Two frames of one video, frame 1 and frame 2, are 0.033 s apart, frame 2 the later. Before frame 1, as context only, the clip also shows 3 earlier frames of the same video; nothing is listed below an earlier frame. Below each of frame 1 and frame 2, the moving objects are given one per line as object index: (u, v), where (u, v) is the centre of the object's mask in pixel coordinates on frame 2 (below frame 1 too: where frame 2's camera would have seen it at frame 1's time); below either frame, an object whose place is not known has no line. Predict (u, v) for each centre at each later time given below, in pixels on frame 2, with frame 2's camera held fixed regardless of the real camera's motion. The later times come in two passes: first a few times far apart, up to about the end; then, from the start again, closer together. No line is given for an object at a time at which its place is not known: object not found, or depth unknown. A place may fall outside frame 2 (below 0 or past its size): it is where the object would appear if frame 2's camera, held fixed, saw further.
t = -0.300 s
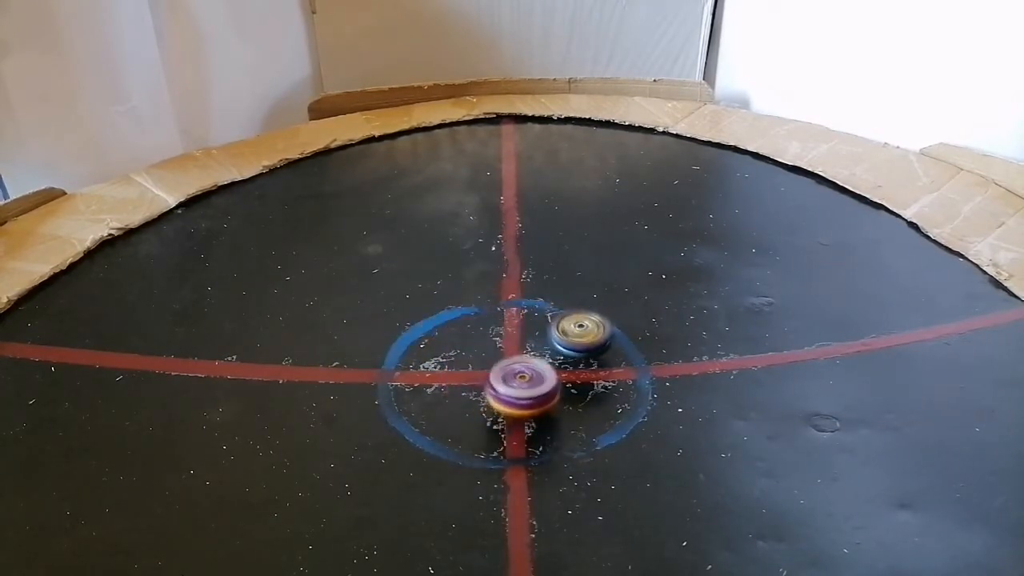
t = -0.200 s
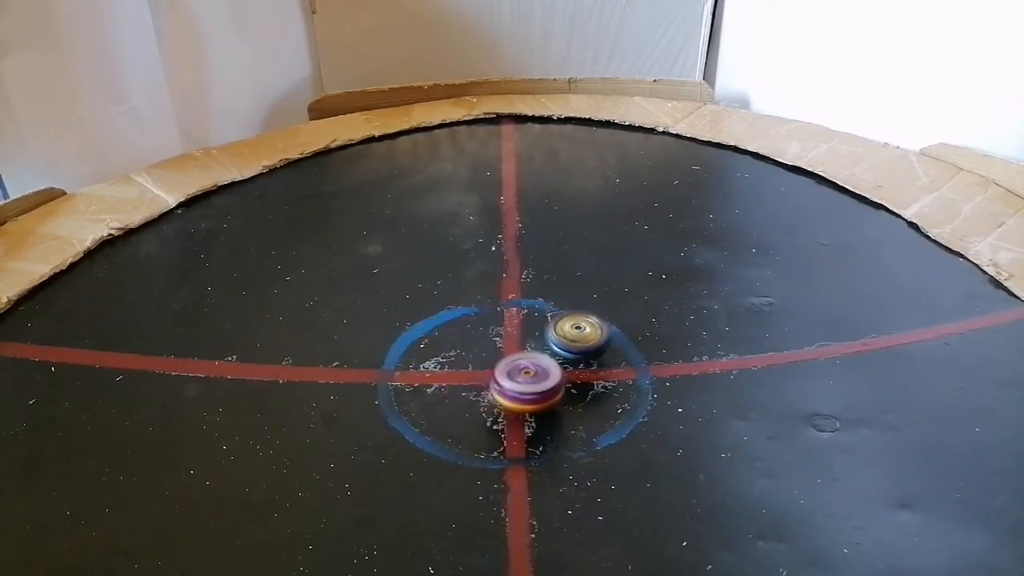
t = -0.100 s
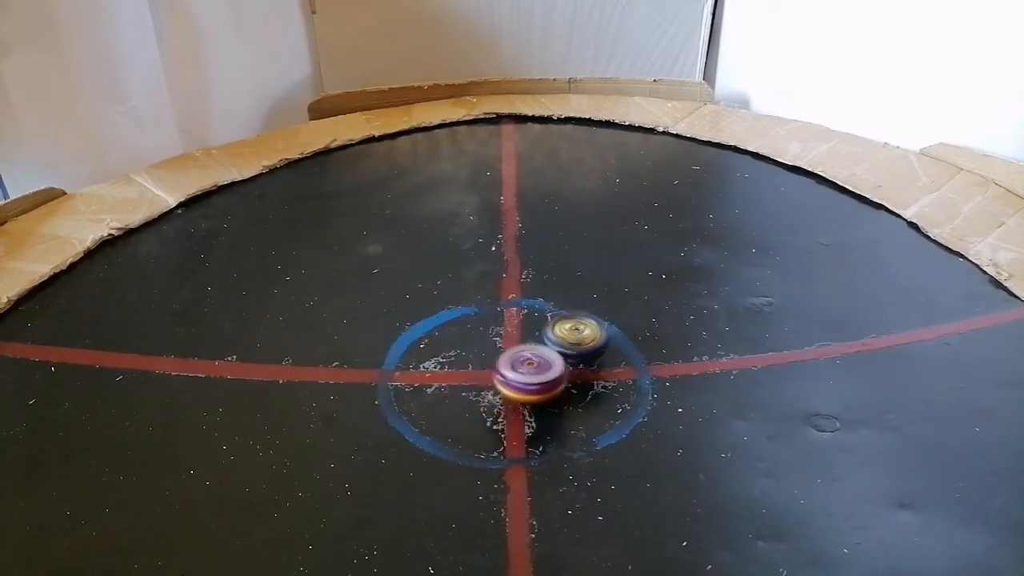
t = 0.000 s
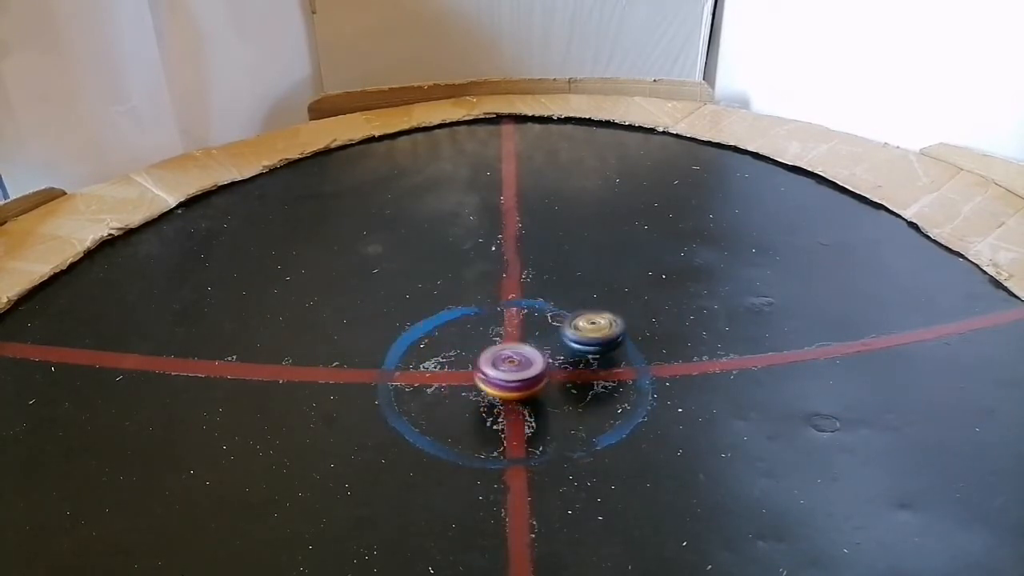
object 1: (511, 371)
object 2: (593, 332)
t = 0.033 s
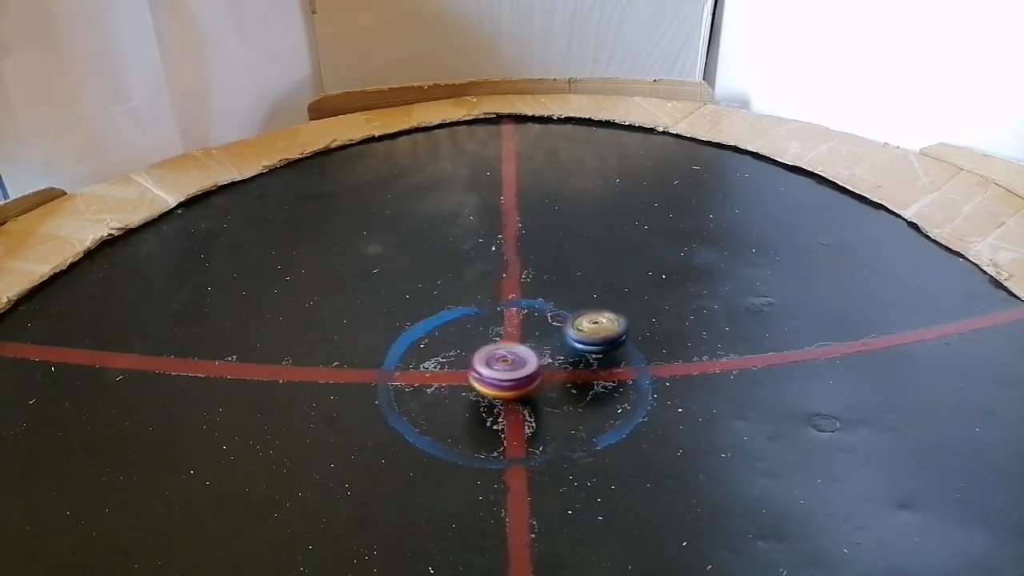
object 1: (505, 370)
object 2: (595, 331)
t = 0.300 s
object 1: (459, 364)
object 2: (600, 329)
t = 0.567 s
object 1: (419, 354)
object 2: (591, 330)
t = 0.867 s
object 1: (396, 347)
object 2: (581, 343)
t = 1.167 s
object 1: (408, 340)
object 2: (586, 354)
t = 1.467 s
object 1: (432, 331)
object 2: (597, 359)
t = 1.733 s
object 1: (460, 329)
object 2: (598, 357)
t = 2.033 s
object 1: (497, 330)
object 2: (587, 358)
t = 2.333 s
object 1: (522, 339)
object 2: (580, 370)
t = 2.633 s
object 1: (526, 337)
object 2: (598, 382)
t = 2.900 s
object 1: (530, 341)
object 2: (610, 375)
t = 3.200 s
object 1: (525, 347)
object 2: (597, 366)
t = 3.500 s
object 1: (499, 343)
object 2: (591, 370)
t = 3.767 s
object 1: (472, 338)
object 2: (590, 374)
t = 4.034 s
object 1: (449, 335)
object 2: (588, 372)
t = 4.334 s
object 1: (438, 336)
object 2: (576, 371)
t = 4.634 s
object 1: (438, 342)
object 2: (561, 374)
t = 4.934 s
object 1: (458, 347)
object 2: (552, 379)
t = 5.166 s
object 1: (479, 347)
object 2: (549, 380)
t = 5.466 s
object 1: (500, 340)
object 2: (555, 388)
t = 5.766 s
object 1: (504, 321)
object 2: (568, 390)
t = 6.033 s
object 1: (508, 313)
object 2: (568, 381)
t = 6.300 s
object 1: (515, 315)
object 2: (547, 376)
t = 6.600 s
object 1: (520, 331)
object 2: (519, 382)
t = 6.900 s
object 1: (532, 335)
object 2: (503, 412)
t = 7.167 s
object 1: (537, 334)
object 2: (522, 417)
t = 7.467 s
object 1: (537, 341)
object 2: (529, 397)
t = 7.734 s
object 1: (540, 330)
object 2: (495, 393)
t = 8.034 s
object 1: (541, 322)
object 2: (471, 397)
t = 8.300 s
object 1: (537, 326)
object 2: (477, 403)
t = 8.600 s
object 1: (528, 341)
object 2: (491, 395)
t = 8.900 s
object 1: (544, 337)
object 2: (458, 397)
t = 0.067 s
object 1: (499, 370)
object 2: (597, 331)
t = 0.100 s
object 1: (494, 369)
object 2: (598, 330)
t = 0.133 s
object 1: (488, 369)
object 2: (599, 330)
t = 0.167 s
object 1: (482, 368)
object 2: (600, 330)
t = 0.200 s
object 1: (476, 367)
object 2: (600, 329)
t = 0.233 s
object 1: (470, 367)
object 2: (600, 329)
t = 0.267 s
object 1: (465, 365)
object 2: (600, 329)
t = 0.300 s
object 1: (459, 364)
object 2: (600, 329)
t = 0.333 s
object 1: (454, 363)
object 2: (600, 329)
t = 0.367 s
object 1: (448, 362)
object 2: (599, 328)
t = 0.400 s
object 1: (443, 360)
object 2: (598, 328)
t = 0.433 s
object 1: (438, 359)
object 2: (596, 328)
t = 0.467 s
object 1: (433, 358)
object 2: (596, 328)
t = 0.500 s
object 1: (428, 357)
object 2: (594, 329)
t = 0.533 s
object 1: (423, 355)
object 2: (592, 329)
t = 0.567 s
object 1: (419, 354)
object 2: (591, 330)
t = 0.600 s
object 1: (410, 352)
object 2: (588, 332)
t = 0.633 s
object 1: (407, 351)
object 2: (587, 332)
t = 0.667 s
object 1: (403, 350)
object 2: (586, 334)
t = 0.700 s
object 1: (400, 349)
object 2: (584, 335)
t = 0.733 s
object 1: (398, 348)
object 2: (584, 336)
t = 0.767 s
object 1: (396, 348)
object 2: (583, 337)
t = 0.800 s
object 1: (395, 348)
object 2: (582, 339)
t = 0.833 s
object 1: (395, 348)
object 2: (581, 342)
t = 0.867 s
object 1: (396, 347)
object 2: (581, 343)
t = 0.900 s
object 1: (399, 346)
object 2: (581, 345)
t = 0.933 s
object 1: (400, 346)
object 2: (581, 346)
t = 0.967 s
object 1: (401, 345)
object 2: (582, 347)
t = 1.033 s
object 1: (402, 344)
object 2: (582, 349)
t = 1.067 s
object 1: (403, 343)
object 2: (582, 350)
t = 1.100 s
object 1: (404, 342)
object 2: (583, 351)
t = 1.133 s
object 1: (406, 340)
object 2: (584, 352)
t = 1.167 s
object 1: (408, 340)
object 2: (586, 354)
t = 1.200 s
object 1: (410, 339)
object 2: (587, 354)
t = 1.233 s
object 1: (413, 338)
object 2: (589, 356)
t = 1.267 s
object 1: (415, 337)
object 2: (591, 357)
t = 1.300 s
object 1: (417, 335)
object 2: (592, 357)
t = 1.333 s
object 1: (420, 334)
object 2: (594, 358)
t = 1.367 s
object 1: (423, 334)
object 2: (594, 358)
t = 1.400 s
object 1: (426, 333)
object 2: (595, 358)
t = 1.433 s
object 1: (429, 332)
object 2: (595, 358)
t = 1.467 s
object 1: (432, 331)
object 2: (597, 359)
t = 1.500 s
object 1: (435, 331)
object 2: (598, 358)
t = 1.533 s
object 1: (439, 330)
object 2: (599, 358)
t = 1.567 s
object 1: (442, 330)
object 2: (599, 358)
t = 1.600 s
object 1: (445, 330)
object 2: (599, 358)
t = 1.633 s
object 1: (450, 329)
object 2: (599, 359)
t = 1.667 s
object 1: (453, 329)
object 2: (598, 358)
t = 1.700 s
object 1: (457, 329)
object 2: (599, 358)
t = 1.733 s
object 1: (460, 329)
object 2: (598, 357)
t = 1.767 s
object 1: (463, 329)
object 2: (597, 357)
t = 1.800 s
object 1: (468, 329)
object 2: (596, 357)
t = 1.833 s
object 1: (472, 329)
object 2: (595, 357)
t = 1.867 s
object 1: (476, 329)
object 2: (594, 357)
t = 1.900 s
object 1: (480, 329)
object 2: (593, 357)
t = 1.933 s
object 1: (485, 330)
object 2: (591, 357)
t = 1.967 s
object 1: (489, 329)
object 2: (589, 358)
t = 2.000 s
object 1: (493, 330)
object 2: (589, 358)
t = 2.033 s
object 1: (497, 330)
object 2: (587, 358)
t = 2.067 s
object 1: (500, 331)
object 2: (587, 359)
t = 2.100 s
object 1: (504, 332)
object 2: (586, 360)
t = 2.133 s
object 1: (507, 333)
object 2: (585, 360)
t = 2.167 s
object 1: (510, 334)
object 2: (583, 362)
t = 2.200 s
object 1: (512, 335)
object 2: (582, 363)
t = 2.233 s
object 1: (515, 336)
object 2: (581, 364)
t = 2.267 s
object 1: (518, 338)
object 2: (580, 365)
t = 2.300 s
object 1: (521, 339)
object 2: (580, 367)
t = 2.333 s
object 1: (522, 339)
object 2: (580, 370)
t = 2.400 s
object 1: (524, 338)
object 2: (584, 374)
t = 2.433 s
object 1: (524, 337)
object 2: (585, 376)
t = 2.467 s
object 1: (525, 337)
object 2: (587, 378)
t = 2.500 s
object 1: (525, 337)
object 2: (589, 379)
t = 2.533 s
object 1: (525, 337)
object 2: (591, 380)
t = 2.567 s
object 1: (525, 337)
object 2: (593, 381)
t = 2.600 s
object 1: (525, 337)
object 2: (595, 381)
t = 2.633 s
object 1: (526, 337)
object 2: (598, 382)
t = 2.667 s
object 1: (527, 337)
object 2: (599, 382)
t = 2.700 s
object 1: (527, 337)
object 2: (602, 381)
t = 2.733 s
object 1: (528, 338)
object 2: (604, 381)
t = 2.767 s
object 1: (529, 338)
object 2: (606, 380)
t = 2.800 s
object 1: (529, 339)
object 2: (608, 379)
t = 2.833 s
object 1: (529, 339)
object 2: (609, 378)
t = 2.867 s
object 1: (530, 340)
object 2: (609, 377)
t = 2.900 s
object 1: (530, 341)
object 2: (610, 375)
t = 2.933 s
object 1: (530, 342)
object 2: (610, 374)
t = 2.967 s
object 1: (530, 343)
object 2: (608, 372)
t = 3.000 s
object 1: (530, 343)
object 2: (607, 371)
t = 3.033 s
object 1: (529, 344)
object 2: (605, 369)
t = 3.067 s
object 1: (530, 345)
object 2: (603, 369)
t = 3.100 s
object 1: (530, 347)
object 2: (601, 368)
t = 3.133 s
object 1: (530, 347)
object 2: (599, 367)
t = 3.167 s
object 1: (527, 347)
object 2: (599, 366)
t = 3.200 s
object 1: (525, 347)
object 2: (597, 366)
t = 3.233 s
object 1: (524, 347)
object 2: (596, 365)
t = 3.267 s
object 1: (523, 347)
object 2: (594, 365)
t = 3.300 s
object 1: (522, 347)
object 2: (592, 365)
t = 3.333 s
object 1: (520, 347)
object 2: (590, 365)
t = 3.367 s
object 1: (516, 346)
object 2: (591, 366)
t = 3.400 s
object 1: (512, 346)
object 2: (593, 368)
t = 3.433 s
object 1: (507, 345)
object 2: (593, 369)
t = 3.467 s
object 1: (503, 344)
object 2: (592, 370)
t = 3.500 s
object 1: (499, 343)
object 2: (591, 370)
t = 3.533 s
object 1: (495, 343)
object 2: (591, 371)
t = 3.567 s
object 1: (492, 342)
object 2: (591, 372)
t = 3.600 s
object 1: (488, 341)
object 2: (590, 373)
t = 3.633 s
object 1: (485, 340)
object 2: (590, 373)
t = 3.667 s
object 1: (482, 340)
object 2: (590, 373)
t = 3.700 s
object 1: (479, 339)
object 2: (590, 373)
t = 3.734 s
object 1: (475, 339)
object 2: (590, 374)
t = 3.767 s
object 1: (472, 338)
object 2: (590, 374)
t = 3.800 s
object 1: (469, 337)
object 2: (589, 374)
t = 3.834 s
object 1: (466, 337)
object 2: (590, 374)
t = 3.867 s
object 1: (461, 336)
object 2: (590, 373)
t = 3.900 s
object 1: (458, 336)
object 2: (590, 373)
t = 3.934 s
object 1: (456, 335)
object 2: (589, 373)
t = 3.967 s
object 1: (454, 335)
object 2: (589, 373)
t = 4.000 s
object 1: (451, 335)
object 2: (589, 373)
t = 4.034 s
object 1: (449, 335)
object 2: (588, 372)
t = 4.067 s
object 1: (447, 335)
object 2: (587, 372)
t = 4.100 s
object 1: (446, 334)
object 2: (586, 372)
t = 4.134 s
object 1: (445, 334)
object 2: (585, 372)
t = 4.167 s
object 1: (443, 334)
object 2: (584, 372)
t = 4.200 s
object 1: (442, 334)
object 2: (582, 372)
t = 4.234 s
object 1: (440, 334)
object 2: (581, 372)
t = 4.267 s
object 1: (439, 335)
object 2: (579, 371)
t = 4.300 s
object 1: (439, 335)
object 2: (578, 371)
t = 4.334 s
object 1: (438, 336)
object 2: (576, 371)
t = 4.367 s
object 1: (437, 336)
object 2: (575, 372)
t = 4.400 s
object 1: (436, 336)
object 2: (572, 372)
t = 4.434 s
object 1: (436, 337)
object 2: (571, 372)
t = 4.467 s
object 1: (436, 338)
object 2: (569, 372)
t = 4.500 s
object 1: (435, 338)
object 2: (567, 372)
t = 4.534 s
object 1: (435, 339)
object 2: (566, 372)
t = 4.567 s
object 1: (436, 340)
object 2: (564, 372)
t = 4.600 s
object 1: (437, 341)
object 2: (563, 373)
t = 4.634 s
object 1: (438, 342)
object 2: (561, 374)
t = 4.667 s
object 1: (438, 343)
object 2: (560, 374)
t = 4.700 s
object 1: (439, 344)
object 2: (559, 374)
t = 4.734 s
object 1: (440, 344)
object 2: (558, 375)
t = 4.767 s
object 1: (442, 345)
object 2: (557, 375)
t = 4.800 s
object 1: (445, 346)
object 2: (555, 376)
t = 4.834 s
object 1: (447, 346)
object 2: (554, 377)
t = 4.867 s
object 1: (450, 346)
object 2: (554, 378)
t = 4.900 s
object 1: (454, 347)
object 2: (553, 378)
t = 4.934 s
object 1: (458, 347)
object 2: (552, 379)
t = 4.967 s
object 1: (462, 347)
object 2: (552, 379)
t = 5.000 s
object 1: (465, 347)
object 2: (551, 379)
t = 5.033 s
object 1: (468, 347)
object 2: (551, 379)
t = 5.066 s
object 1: (471, 347)
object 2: (550, 380)
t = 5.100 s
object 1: (474, 347)
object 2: (549, 380)
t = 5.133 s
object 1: (477, 347)
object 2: (549, 380)
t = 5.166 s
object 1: (479, 347)
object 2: (549, 380)
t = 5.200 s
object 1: (482, 348)
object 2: (548, 380)
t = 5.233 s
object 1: (485, 347)
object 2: (548, 380)
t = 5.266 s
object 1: (488, 347)
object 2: (548, 380)
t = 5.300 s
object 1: (491, 346)
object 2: (547, 380)
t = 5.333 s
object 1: (494, 346)
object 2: (547, 380)
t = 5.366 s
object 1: (497, 346)
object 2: (547, 380)
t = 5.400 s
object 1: (498, 344)
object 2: (549, 383)
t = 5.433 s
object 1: (499, 342)
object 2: (553, 386)
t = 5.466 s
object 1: (500, 340)
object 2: (555, 388)
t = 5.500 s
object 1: (500, 338)
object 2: (556, 389)
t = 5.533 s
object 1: (500, 336)
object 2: (558, 391)
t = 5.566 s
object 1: (501, 333)
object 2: (559, 391)
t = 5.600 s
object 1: (501, 331)
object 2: (561, 392)
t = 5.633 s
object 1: (502, 330)
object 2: (563, 392)
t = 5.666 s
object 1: (502, 328)
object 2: (565, 392)
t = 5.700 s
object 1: (503, 326)
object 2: (565, 392)
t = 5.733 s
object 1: (503, 323)
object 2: (567, 391)
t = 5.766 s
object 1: (504, 321)
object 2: (568, 390)
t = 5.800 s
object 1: (504, 320)
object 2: (569, 389)
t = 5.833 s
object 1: (505, 318)
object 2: (570, 388)
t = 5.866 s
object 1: (506, 316)
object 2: (570, 387)
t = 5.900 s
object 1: (506, 315)
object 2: (571, 386)
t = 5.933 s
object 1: (507, 315)
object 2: (571, 385)
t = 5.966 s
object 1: (507, 314)
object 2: (570, 384)
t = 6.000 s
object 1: (507, 313)
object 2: (569, 383)
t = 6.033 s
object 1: (508, 313)
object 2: (568, 381)
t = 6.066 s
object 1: (508, 313)
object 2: (565, 380)
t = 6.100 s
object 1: (510, 313)
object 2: (564, 379)
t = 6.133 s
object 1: (511, 313)
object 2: (561, 378)
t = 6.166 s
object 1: (512, 313)
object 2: (558, 378)
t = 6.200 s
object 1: (513, 314)
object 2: (556, 377)
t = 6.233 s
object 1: (513, 314)
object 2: (553, 376)
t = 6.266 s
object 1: (514, 314)
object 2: (550, 376)
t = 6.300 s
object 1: (515, 315)
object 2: (547, 376)
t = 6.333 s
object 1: (516, 316)
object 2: (543, 376)
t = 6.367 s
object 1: (517, 317)
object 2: (540, 376)
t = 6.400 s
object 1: (518, 319)
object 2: (536, 375)
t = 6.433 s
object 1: (518, 321)
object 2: (533, 377)
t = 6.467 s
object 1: (518, 323)
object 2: (530, 377)
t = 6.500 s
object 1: (519, 325)
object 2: (527, 379)
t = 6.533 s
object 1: (519, 326)
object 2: (525, 380)
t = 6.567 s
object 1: (519, 329)
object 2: (522, 381)
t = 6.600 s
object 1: (520, 331)
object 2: (519, 382)
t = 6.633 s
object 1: (520, 333)
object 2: (519, 384)
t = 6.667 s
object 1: (521, 335)
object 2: (517, 385)
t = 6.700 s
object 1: (522, 338)
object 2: (516, 386)
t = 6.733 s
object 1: (524, 340)
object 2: (513, 390)
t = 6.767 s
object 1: (526, 339)
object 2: (509, 398)
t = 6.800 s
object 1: (528, 337)
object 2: (507, 403)
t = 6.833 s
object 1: (530, 336)
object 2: (505, 407)
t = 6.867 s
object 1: (531, 335)
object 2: (504, 410)
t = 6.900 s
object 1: (532, 335)
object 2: (503, 412)
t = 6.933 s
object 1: (534, 334)
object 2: (504, 415)
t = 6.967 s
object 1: (534, 333)
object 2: (505, 415)
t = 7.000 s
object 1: (534, 333)
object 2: (507, 417)
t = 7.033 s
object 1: (535, 333)
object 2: (509, 417)
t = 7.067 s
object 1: (536, 333)
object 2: (512, 418)
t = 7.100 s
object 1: (535, 333)
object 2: (517, 418)
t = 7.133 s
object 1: (537, 333)
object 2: (519, 419)
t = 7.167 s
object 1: (537, 334)
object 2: (522, 417)
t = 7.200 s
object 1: (537, 334)
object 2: (524, 416)
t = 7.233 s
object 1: (539, 335)
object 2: (526, 414)
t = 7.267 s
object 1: (539, 335)
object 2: (528, 412)
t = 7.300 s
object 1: (538, 336)
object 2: (529, 410)
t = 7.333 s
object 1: (538, 337)
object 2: (530, 408)
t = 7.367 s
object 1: (538, 337)
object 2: (531, 405)
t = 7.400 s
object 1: (537, 339)
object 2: (531, 402)
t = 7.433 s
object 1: (537, 340)
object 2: (530, 399)
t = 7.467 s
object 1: (537, 341)
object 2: (529, 397)
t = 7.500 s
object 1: (536, 341)
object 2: (528, 393)
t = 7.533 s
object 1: (535, 341)
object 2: (525, 390)
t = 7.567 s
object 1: (537, 340)
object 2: (520, 391)
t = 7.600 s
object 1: (538, 337)
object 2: (513, 391)
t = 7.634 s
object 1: (539, 335)
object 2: (509, 392)
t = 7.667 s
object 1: (539, 333)
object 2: (504, 393)
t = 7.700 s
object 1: (539, 331)
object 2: (497, 392)
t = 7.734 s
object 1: (540, 330)
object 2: (495, 393)
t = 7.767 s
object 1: (540, 328)
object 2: (490, 393)
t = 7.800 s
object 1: (540, 327)
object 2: (487, 393)
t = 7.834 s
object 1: (541, 326)
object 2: (483, 392)
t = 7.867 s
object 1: (542, 324)
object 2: (481, 394)
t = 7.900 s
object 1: (542, 324)
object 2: (477, 394)
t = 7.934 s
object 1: (542, 323)
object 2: (476, 394)
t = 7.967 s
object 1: (542, 322)
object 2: (473, 395)
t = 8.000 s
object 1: (541, 322)
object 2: (473, 396)
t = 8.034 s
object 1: (541, 322)
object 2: (471, 397)
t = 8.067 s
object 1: (540, 321)
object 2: (471, 398)
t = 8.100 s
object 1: (540, 322)
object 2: (470, 399)
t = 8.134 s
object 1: (541, 322)
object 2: (471, 400)
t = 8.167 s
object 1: (540, 322)
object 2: (471, 401)
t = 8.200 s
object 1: (539, 323)
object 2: (472, 403)
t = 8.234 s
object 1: (539, 324)
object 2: (473, 402)
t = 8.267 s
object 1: (538, 325)
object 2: (475, 403)
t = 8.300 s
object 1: (537, 326)
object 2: (477, 403)
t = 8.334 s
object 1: (537, 327)
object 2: (478, 403)
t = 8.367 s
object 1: (536, 329)
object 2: (481, 403)
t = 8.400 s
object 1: (535, 330)
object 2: (482, 402)
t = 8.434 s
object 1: (533, 331)
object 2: (485, 402)
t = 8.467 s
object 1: (533, 334)
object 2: (486, 401)
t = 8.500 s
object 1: (531, 335)
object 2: (488, 400)
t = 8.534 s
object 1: (530, 337)
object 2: (489, 397)
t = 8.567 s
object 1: (529, 339)
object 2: (490, 397)
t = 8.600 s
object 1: (528, 341)
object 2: (491, 395)
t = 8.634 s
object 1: (527, 343)
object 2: (491, 393)
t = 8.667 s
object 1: (527, 344)
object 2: (491, 391)
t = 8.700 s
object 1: (525, 345)
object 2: (490, 388)
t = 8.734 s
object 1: (528, 346)
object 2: (485, 389)
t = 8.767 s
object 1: (532, 345)
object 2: (476, 391)
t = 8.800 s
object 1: (536, 342)
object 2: (470, 395)
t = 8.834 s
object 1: (539, 341)
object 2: (464, 395)
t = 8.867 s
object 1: (542, 339)
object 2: (461, 397)
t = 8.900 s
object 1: (544, 337)
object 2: (458, 397)
